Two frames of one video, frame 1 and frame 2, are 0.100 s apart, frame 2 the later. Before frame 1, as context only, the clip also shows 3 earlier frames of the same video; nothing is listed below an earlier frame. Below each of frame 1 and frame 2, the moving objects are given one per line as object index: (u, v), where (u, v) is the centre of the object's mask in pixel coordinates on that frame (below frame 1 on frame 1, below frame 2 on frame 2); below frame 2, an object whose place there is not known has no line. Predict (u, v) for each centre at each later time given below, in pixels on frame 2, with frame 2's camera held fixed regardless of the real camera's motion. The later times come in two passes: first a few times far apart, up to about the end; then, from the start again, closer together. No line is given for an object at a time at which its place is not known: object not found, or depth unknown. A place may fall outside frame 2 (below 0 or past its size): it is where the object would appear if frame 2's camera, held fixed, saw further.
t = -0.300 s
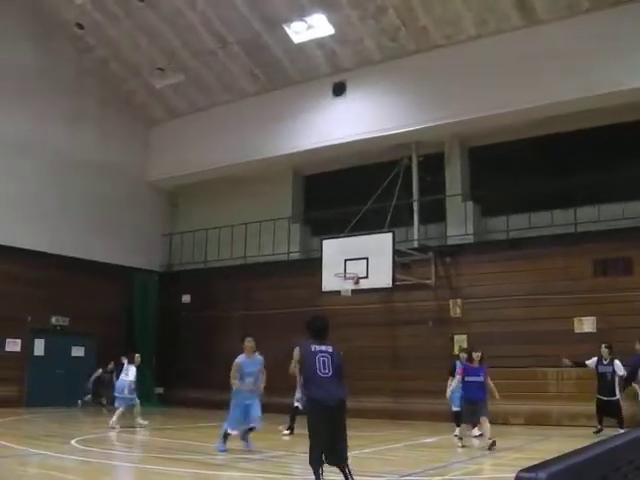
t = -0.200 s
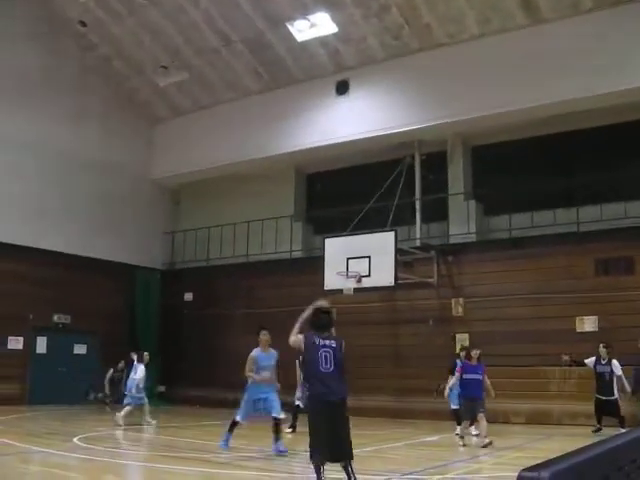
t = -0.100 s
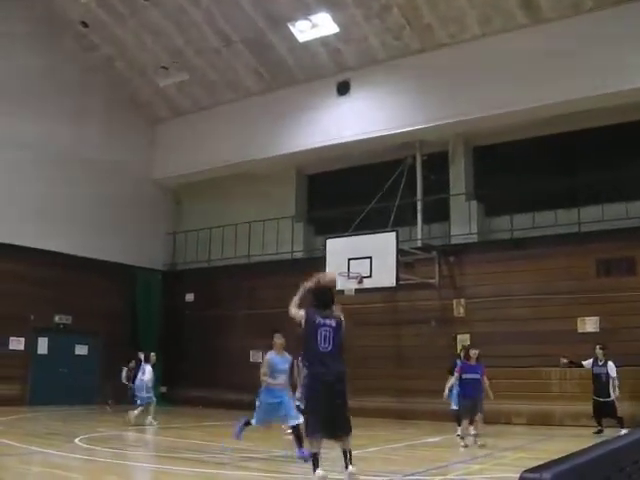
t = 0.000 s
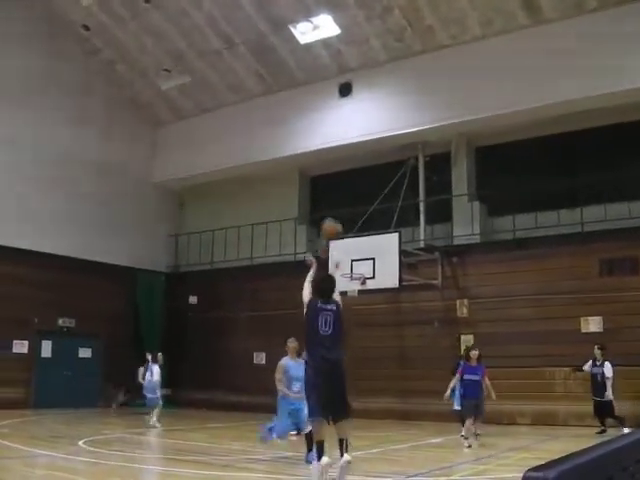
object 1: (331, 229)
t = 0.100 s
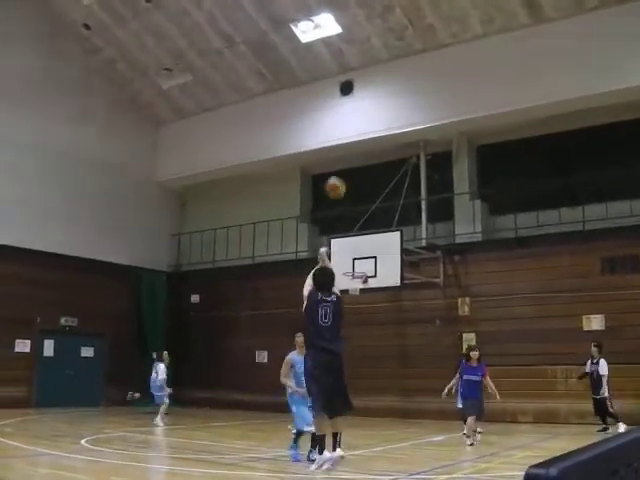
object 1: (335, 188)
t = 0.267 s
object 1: (340, 146)
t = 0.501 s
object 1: (344, 132)
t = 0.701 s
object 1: (346, 144)
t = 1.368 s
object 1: (364, 257)
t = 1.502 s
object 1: (374, 248)
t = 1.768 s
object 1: (396, 259)
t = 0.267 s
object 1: (340, 146)
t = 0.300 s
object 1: (340, 141)
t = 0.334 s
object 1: (340, 138)
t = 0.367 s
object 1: (341, 135)
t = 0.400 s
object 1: (341, 133)
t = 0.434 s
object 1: (342, 132)
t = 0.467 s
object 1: (343, 131)
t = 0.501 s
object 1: (344, 132)
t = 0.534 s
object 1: (344, 132)
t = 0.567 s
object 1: (345, 133)
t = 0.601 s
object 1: (345, 136)
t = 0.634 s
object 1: (345, 137)
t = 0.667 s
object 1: (345, 140)
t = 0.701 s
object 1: (346, 144)
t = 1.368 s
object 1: (364, 257)
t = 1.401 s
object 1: (367, 253)
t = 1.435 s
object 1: (369, 251)
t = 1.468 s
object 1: (372, 250)
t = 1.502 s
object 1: (374, 248)
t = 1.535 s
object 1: (376, 247)
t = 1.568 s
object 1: (379, 247)
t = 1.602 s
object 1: (382, 246)
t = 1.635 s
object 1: (384, 247)
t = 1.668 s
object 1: (387, 249)
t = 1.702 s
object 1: (390, 251)
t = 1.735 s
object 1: (394, 254)
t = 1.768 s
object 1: (396, 259)
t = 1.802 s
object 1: (400, 263)
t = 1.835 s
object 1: (403, 268)
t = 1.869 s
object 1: (406, 270)
